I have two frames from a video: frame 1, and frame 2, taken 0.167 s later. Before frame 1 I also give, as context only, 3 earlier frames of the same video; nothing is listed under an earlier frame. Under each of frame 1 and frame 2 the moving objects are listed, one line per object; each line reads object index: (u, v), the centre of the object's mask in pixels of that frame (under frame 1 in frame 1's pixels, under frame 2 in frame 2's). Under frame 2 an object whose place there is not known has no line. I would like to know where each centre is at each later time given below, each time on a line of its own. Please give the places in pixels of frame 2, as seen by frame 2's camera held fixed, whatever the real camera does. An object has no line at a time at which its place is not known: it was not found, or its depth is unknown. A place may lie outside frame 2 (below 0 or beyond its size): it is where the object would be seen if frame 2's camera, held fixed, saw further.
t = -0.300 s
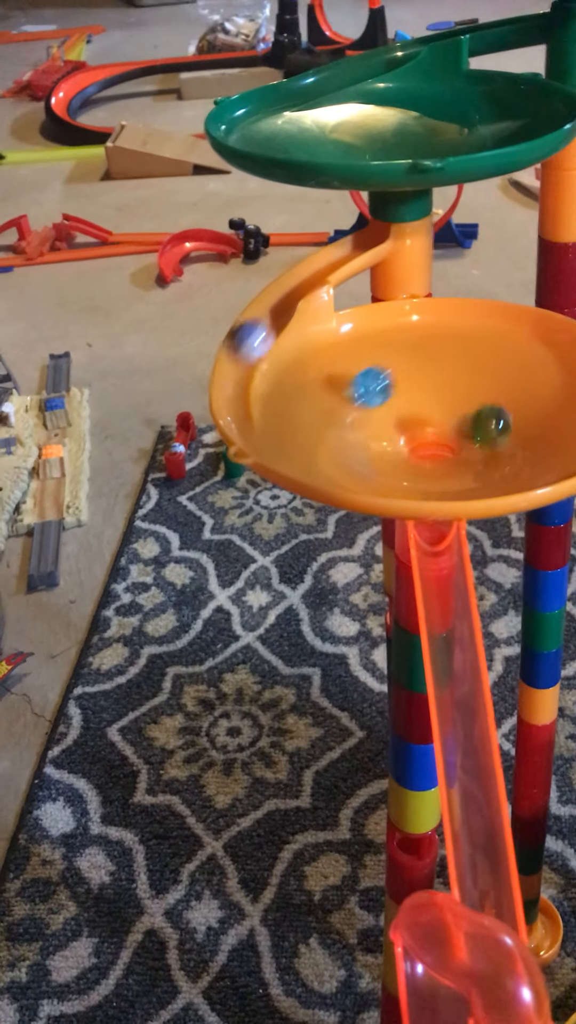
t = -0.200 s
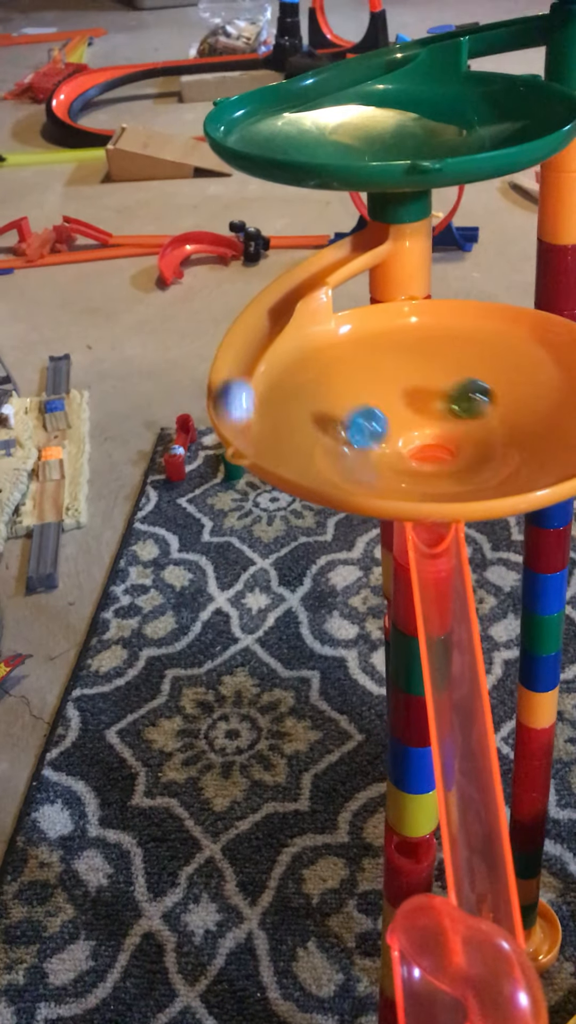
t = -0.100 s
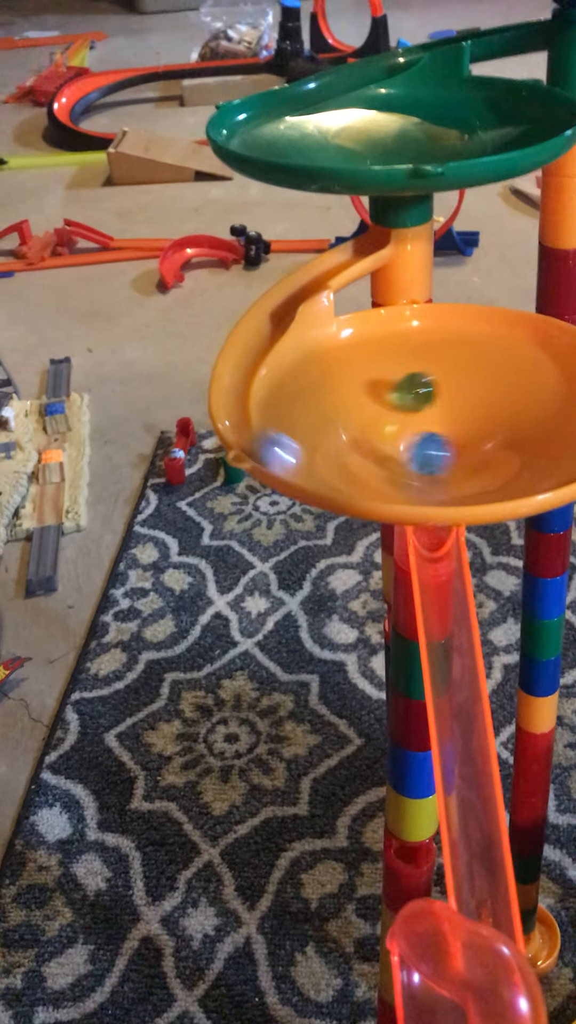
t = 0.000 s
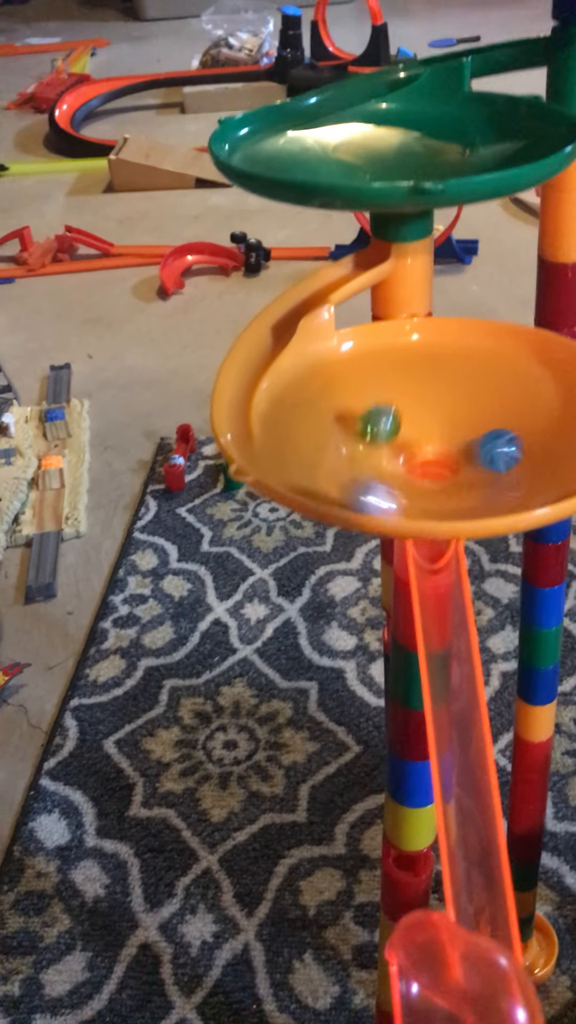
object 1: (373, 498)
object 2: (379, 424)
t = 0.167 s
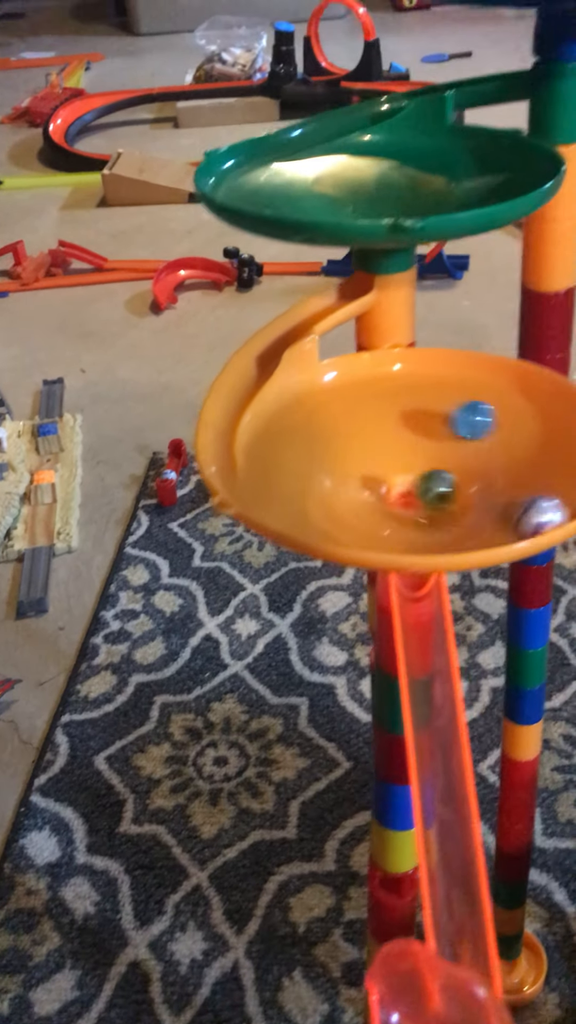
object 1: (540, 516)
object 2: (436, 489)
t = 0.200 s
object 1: (563, 502)
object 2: (455, 483)
